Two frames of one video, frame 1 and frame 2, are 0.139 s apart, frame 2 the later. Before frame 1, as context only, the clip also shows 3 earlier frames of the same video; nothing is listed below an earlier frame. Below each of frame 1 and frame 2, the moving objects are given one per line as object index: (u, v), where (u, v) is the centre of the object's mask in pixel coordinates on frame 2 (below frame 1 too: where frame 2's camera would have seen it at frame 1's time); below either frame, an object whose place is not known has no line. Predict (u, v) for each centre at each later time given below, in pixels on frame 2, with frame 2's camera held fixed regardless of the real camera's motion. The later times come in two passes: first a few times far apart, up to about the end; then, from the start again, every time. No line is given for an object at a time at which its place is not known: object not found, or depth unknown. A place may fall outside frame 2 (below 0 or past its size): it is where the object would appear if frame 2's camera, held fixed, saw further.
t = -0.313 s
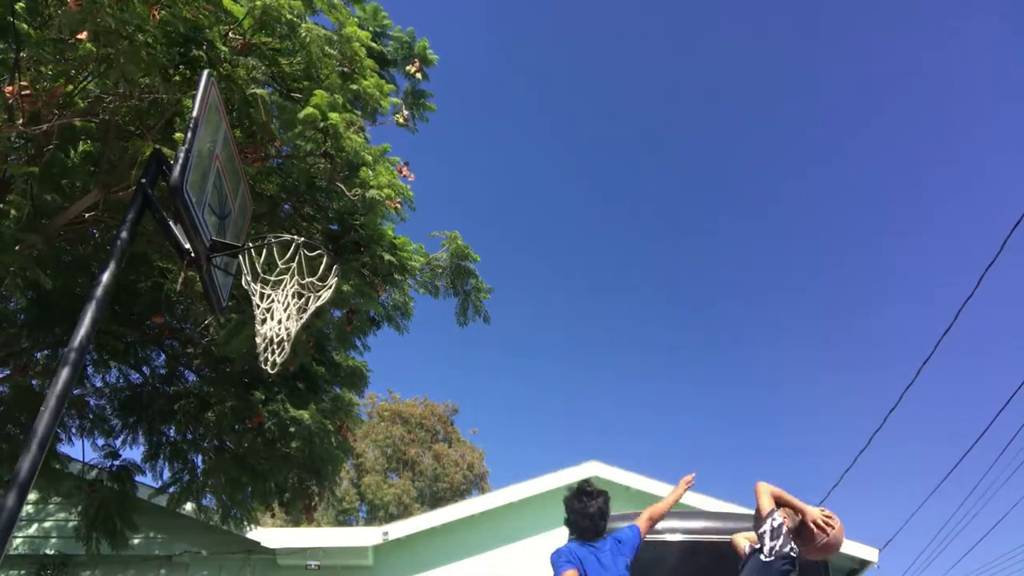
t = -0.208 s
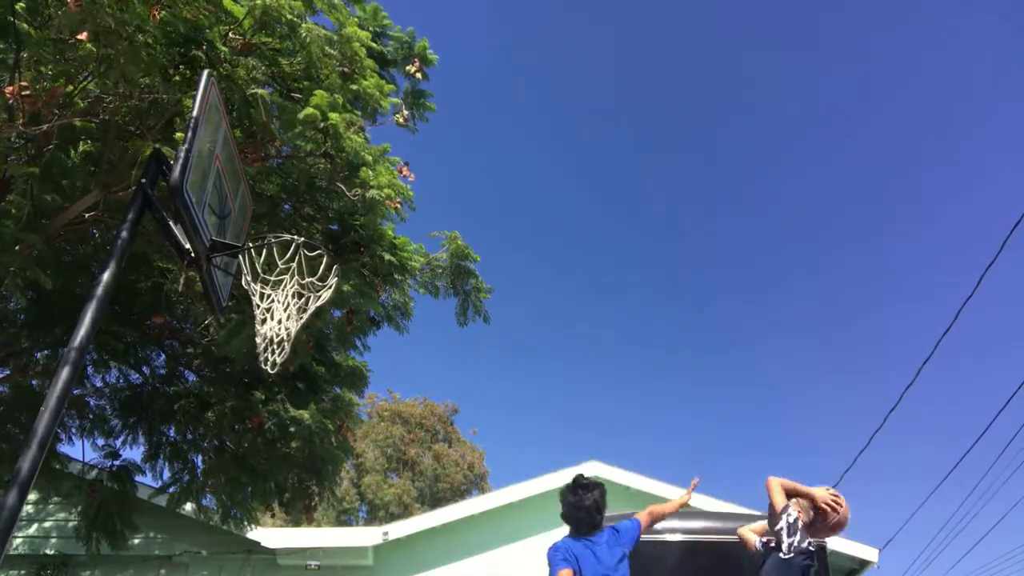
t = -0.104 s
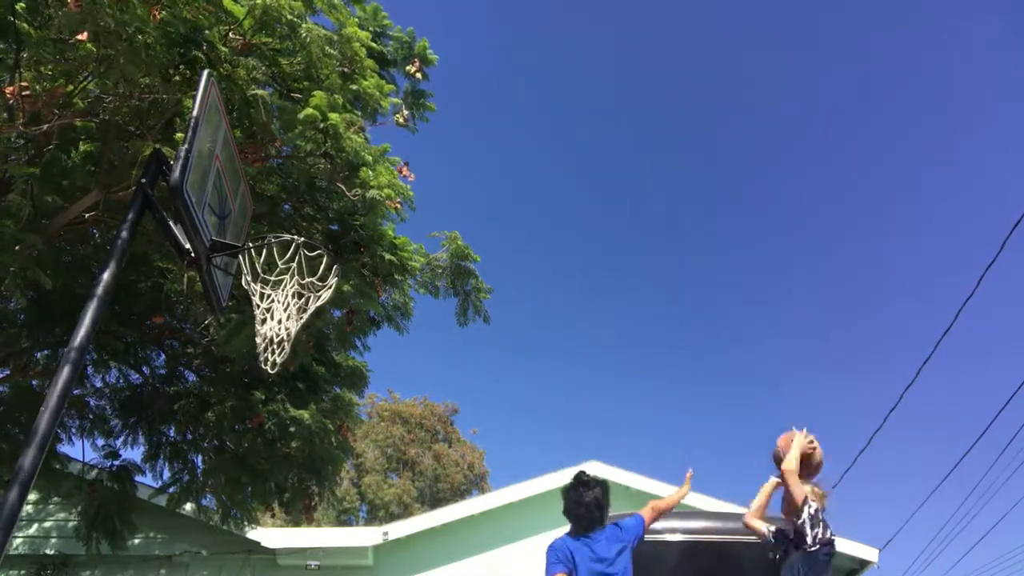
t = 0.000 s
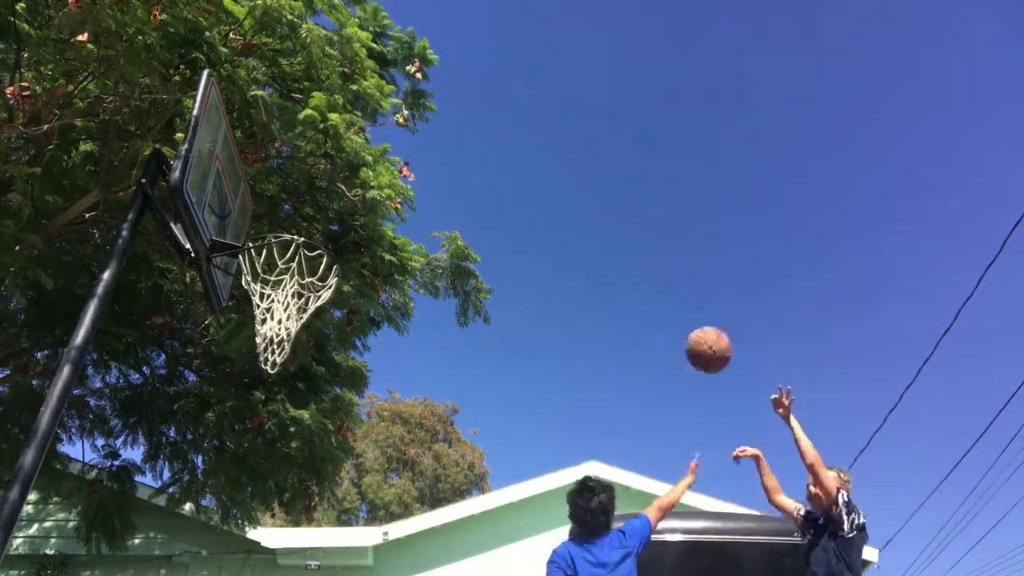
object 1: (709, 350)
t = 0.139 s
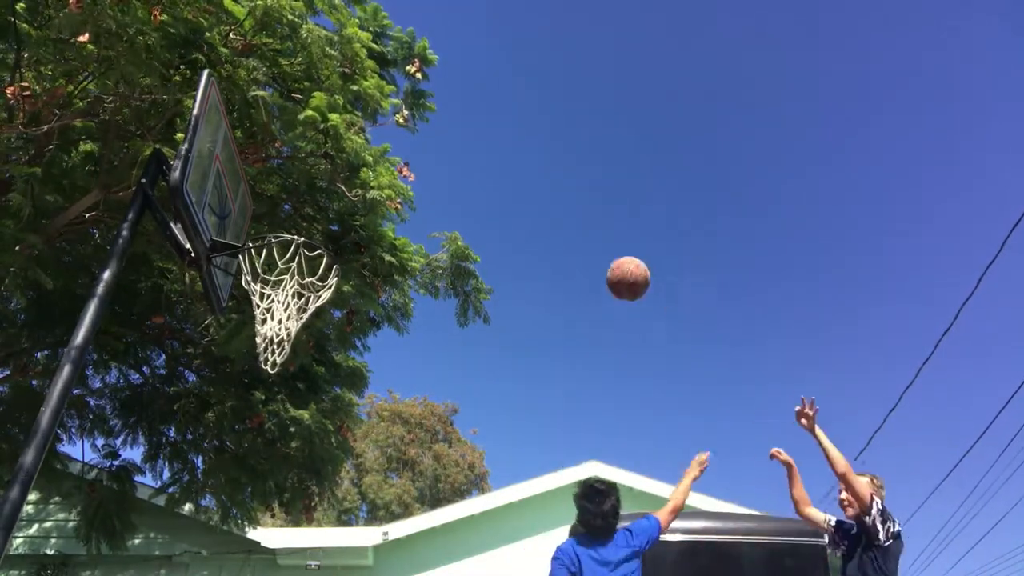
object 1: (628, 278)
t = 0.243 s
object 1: (573, 244)
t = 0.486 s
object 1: (444, 219)
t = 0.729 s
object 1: (316, 230)
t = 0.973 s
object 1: (284, 234)
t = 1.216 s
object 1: (296, 262)
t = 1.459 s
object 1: (301, 264)
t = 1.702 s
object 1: (295, 333)
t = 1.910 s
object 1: (256, 435)
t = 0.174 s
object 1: (610, 266)
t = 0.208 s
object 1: (591, 254)
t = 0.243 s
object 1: (573, 244)
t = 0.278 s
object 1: (555, 236)
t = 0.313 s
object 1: (537, 230)
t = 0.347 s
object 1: (519, 225)
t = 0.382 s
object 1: (500, 221)
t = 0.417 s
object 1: (482, 219)
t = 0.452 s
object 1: (463, 218)
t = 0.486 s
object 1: (444, 219)
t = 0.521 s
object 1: (424, 221)
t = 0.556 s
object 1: (404, 224)
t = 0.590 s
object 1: (380, 231)
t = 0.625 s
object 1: (359, 238)
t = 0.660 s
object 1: (340, 243)
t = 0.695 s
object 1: (328, 237)
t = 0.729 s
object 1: (316, 230)
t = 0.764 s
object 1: (302, 226)
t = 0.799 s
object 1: (285, 225)
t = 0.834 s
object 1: (270, 227)
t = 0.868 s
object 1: (274, 225)
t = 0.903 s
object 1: (280, 232)
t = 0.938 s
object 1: (282, 233)
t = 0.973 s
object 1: (284, 234)
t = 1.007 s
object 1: (286, 245)
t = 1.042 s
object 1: (290, 253)
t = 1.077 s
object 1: (292, 258)
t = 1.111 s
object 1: (293, 258)
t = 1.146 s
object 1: (294, 260)
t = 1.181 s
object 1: (295, 260)
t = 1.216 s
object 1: (296, 262)
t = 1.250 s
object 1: (296, 261)
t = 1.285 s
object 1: (298, 260)
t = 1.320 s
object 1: (299, 261)
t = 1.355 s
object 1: (300, 261)
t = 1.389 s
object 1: (301, 262)
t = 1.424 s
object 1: (302, 262)
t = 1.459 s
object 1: (301, 264)
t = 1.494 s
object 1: (303, 266)
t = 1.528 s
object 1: (301, 271)
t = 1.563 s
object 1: (303, 282)
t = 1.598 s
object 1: (305, 294)
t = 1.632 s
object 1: (311, 309)
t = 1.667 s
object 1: (289, 333)
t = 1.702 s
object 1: (295, 333)
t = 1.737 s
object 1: (287, 339)
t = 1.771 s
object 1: (282, 353)
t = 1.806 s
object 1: (277, 368)
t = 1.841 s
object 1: (270, 387)
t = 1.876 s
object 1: (263, 410)
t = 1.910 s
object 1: (256, 435)
